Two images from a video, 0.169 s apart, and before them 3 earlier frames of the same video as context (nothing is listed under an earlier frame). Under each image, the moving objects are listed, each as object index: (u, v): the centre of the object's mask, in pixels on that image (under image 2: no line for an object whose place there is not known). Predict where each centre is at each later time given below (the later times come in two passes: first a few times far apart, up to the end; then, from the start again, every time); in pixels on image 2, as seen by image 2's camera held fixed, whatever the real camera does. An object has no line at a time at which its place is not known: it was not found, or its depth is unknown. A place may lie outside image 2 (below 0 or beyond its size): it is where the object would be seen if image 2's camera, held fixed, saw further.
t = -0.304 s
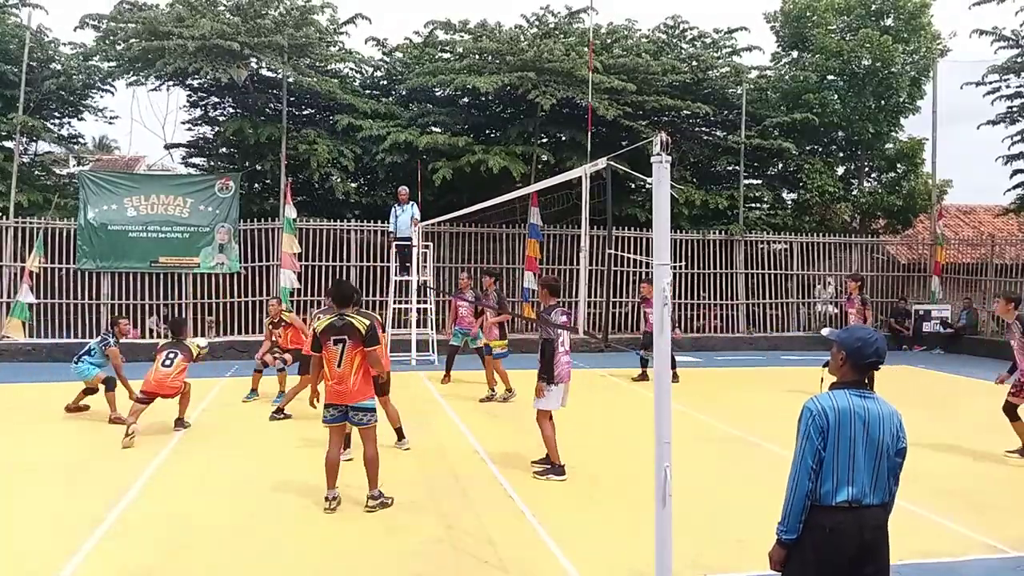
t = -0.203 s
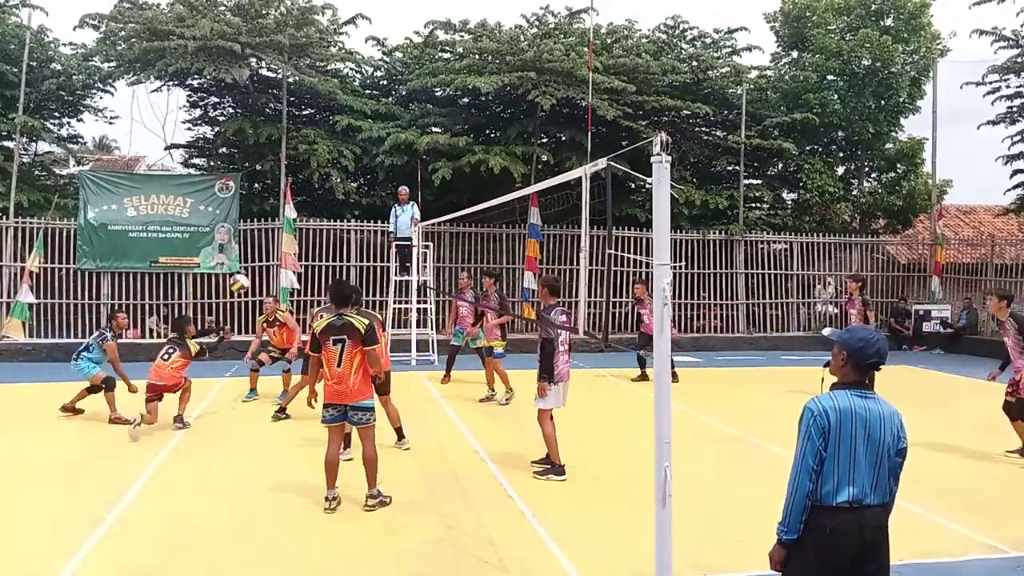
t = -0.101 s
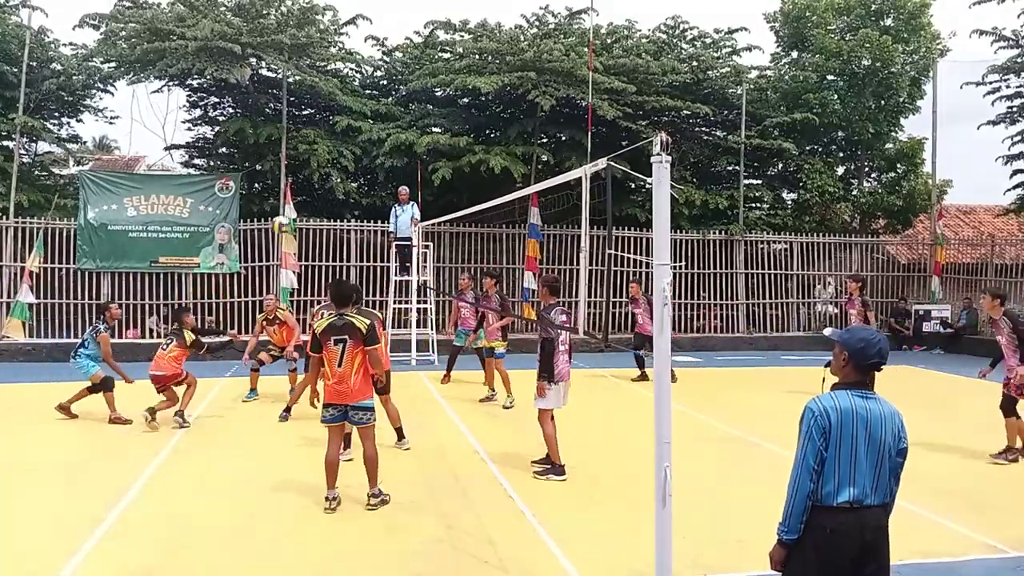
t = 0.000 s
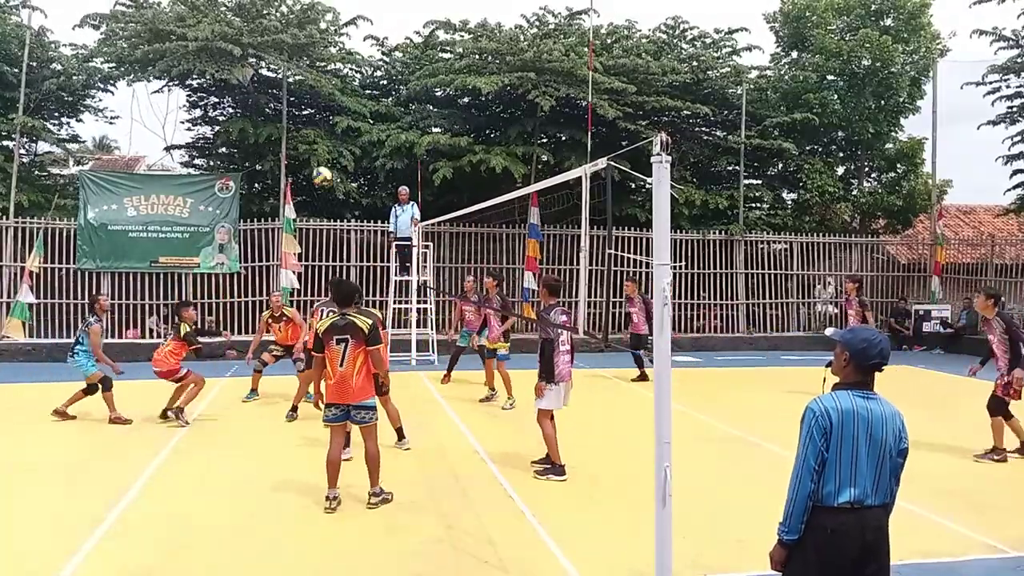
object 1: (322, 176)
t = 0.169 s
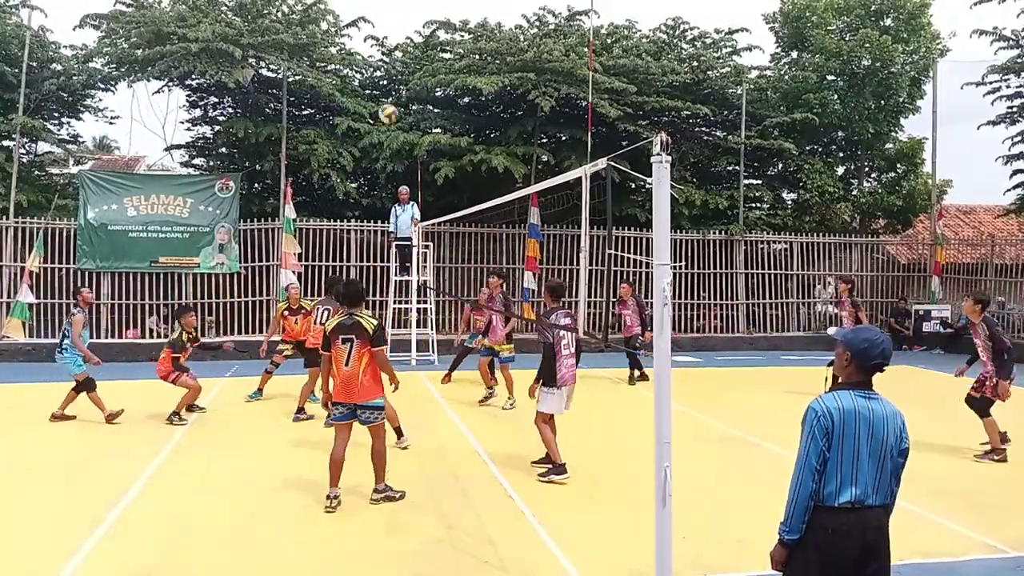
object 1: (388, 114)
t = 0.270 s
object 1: (427, 89)
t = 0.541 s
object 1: (528, 64)
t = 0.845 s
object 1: (641, 112)
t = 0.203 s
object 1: (401, 104)
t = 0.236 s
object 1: (414, 96)
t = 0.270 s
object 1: (427, 89)
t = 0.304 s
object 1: (439, 81)
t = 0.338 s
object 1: (452, 76)
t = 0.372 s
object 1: (465, 72)
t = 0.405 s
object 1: (478, 67)
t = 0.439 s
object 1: (491, 66)
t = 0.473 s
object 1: (504, 64)
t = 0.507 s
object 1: (516, 63)
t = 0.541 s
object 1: (528, 64)
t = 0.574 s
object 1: (541, 66)
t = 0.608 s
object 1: (553, 67)
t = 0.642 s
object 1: (566, 71)
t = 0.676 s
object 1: (580, 75)
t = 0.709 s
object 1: (591, 80)
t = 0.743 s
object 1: (603, 87)
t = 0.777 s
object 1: (616, 94)
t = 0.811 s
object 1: (629, 102)
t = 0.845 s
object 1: (641, 112)
